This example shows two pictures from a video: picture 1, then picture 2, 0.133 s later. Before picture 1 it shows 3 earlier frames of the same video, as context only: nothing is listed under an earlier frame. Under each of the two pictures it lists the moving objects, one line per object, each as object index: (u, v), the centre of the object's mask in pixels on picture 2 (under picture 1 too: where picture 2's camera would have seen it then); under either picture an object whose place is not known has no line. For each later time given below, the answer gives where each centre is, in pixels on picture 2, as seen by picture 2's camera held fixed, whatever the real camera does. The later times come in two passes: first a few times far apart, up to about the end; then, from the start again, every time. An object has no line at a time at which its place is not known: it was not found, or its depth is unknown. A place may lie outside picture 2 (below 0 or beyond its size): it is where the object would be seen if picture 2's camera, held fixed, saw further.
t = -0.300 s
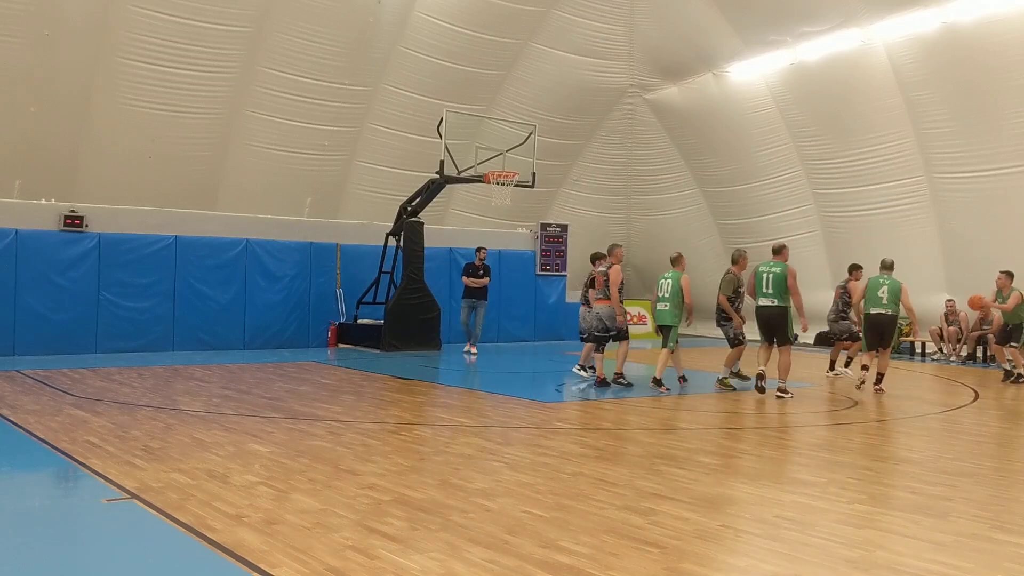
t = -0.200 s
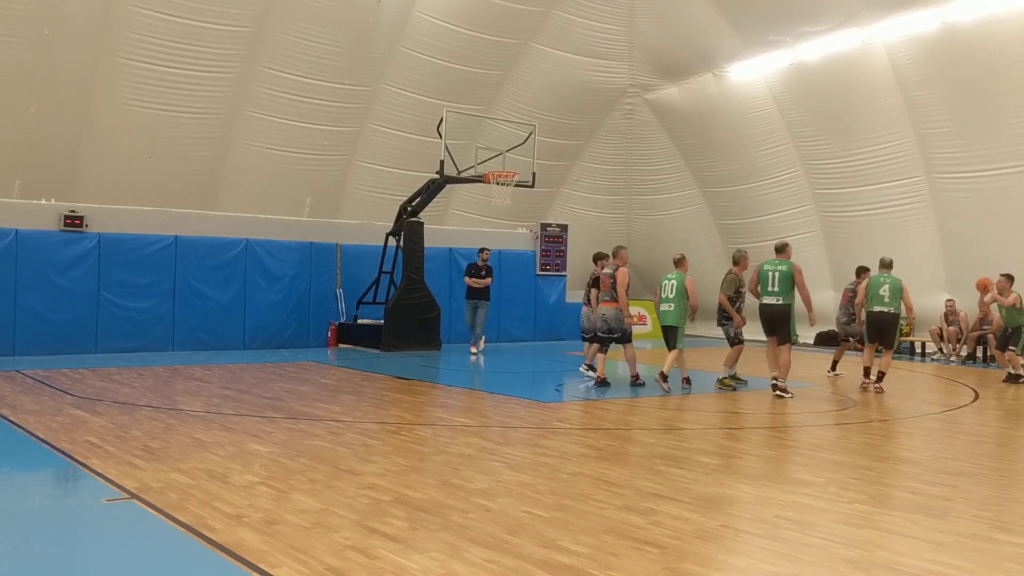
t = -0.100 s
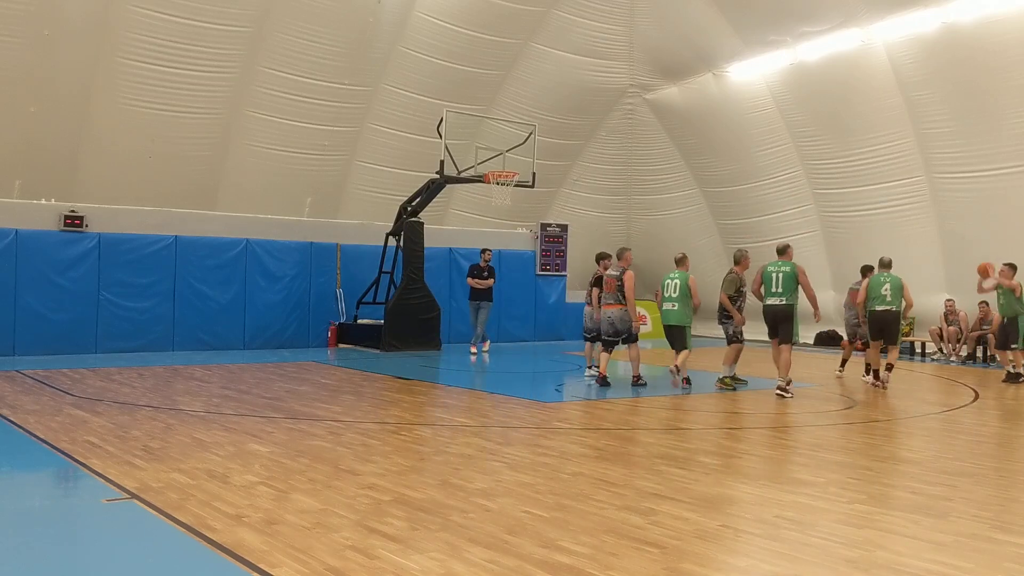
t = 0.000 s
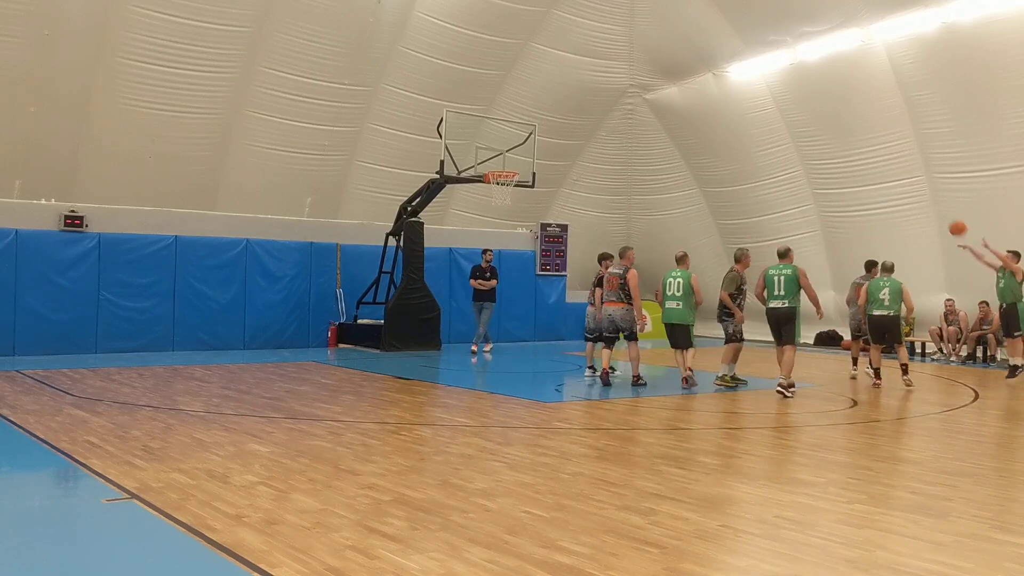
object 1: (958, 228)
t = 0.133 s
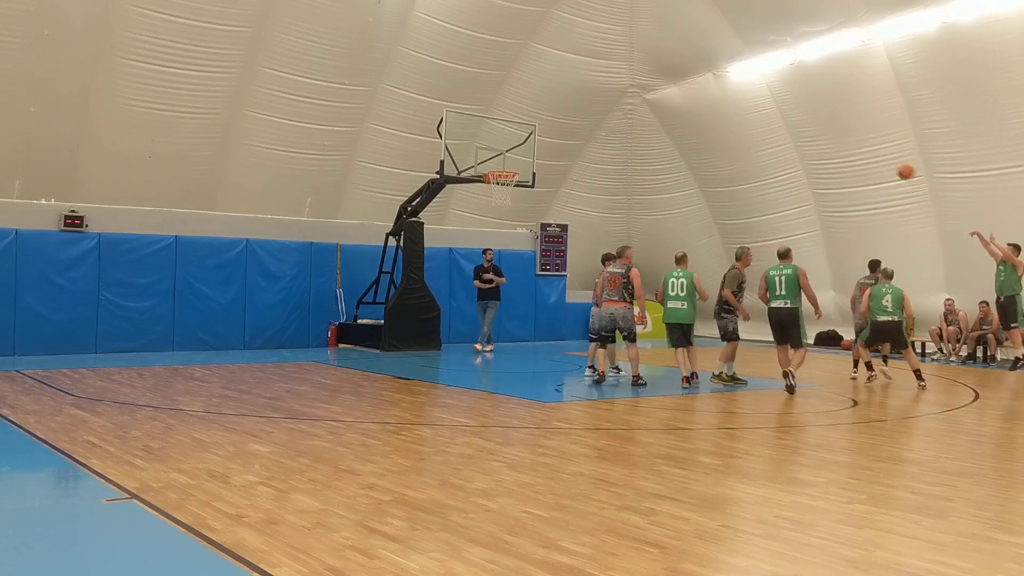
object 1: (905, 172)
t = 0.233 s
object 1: (867, 137)
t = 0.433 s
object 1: (793, 89)
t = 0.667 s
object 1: (706, 67)
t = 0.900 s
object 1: (622, 78)
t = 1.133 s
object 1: (541, 123)
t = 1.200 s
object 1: (517, 142)
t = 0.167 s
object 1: (893, 160)
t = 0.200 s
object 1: (880, 148)
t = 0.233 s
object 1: (867, 137)
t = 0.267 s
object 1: (854, 128)
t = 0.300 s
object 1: (842, 119)
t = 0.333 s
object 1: (830, 110)
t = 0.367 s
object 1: (817, 103)
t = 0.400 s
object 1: (805, 96)
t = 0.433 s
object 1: (793, 89)
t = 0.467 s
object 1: (780, 84)
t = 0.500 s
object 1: (768, 79)
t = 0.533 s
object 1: (755, 76)
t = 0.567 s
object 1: (743, 73)
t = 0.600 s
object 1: (730, 70)
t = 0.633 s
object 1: (718, 68)
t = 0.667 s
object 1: (706, 67)
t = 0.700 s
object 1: (694, 66)
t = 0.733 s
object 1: (682, 67)
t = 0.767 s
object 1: (670, 67)
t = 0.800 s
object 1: (658, 69)
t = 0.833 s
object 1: (646, 71)
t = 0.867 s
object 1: (634, 75)
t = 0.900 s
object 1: (622, 78)
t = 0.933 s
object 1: (610, 83)
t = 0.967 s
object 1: (598, 88)
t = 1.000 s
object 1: (587, 94)
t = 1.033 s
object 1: (575, 100)
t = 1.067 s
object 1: (563, 107)
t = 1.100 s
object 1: (552, 115)
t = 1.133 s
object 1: (541, 123)
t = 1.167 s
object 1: (528, 132)
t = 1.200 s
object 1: (517, 142)
